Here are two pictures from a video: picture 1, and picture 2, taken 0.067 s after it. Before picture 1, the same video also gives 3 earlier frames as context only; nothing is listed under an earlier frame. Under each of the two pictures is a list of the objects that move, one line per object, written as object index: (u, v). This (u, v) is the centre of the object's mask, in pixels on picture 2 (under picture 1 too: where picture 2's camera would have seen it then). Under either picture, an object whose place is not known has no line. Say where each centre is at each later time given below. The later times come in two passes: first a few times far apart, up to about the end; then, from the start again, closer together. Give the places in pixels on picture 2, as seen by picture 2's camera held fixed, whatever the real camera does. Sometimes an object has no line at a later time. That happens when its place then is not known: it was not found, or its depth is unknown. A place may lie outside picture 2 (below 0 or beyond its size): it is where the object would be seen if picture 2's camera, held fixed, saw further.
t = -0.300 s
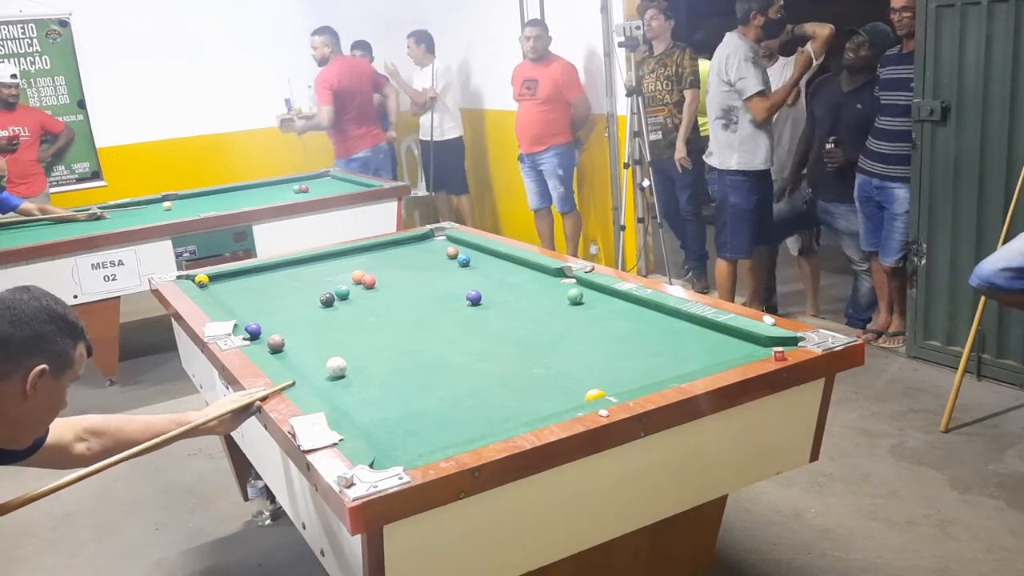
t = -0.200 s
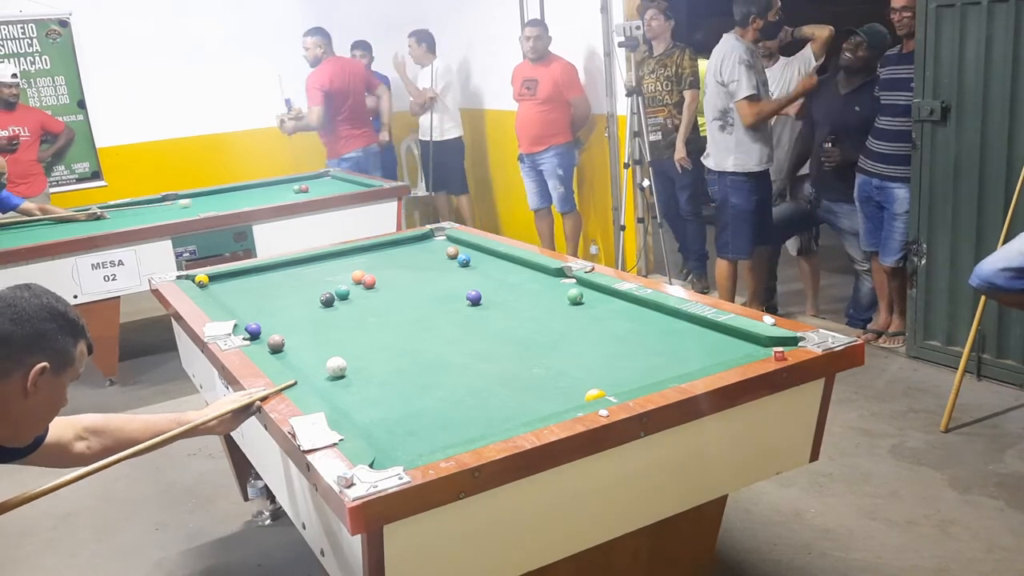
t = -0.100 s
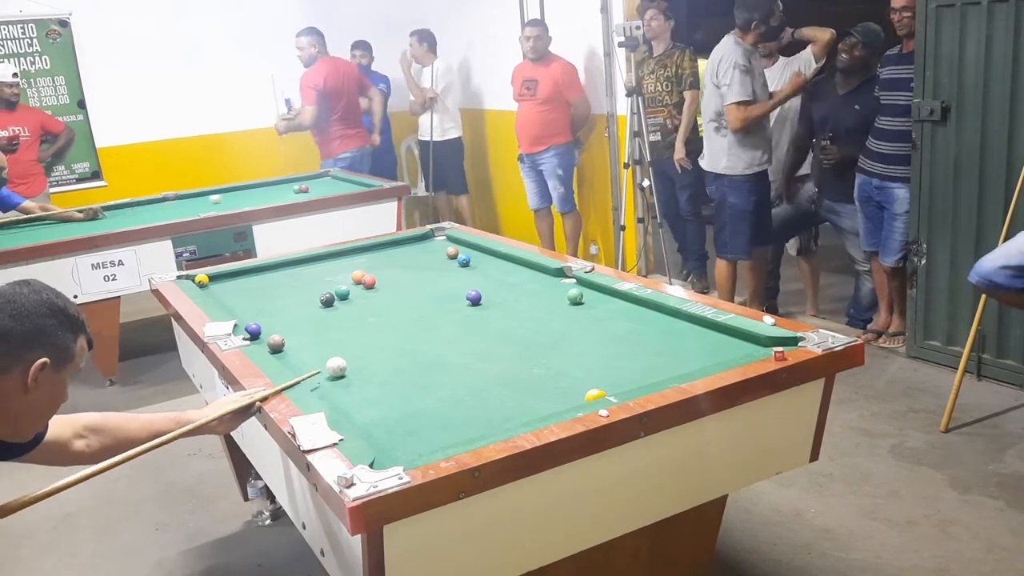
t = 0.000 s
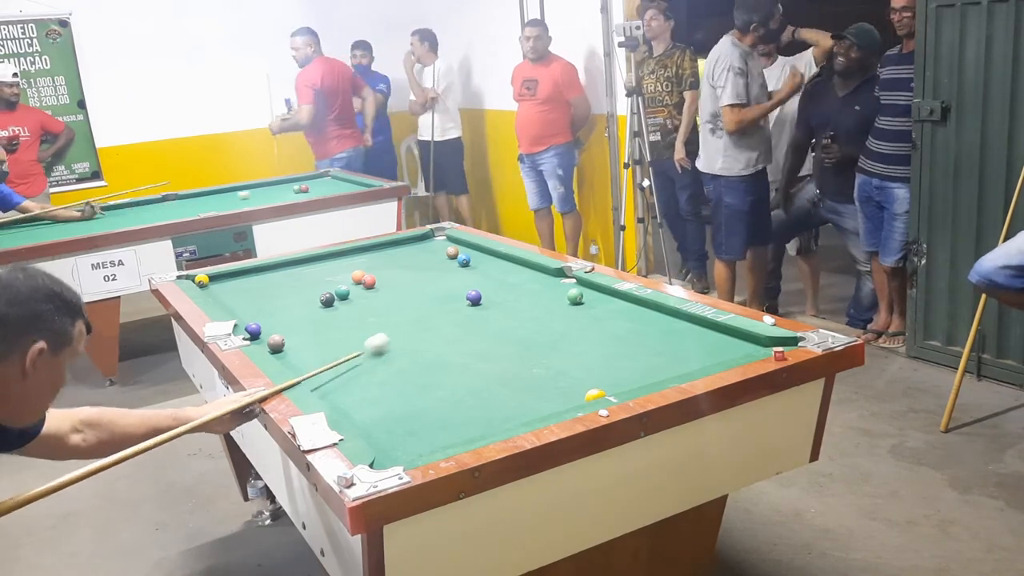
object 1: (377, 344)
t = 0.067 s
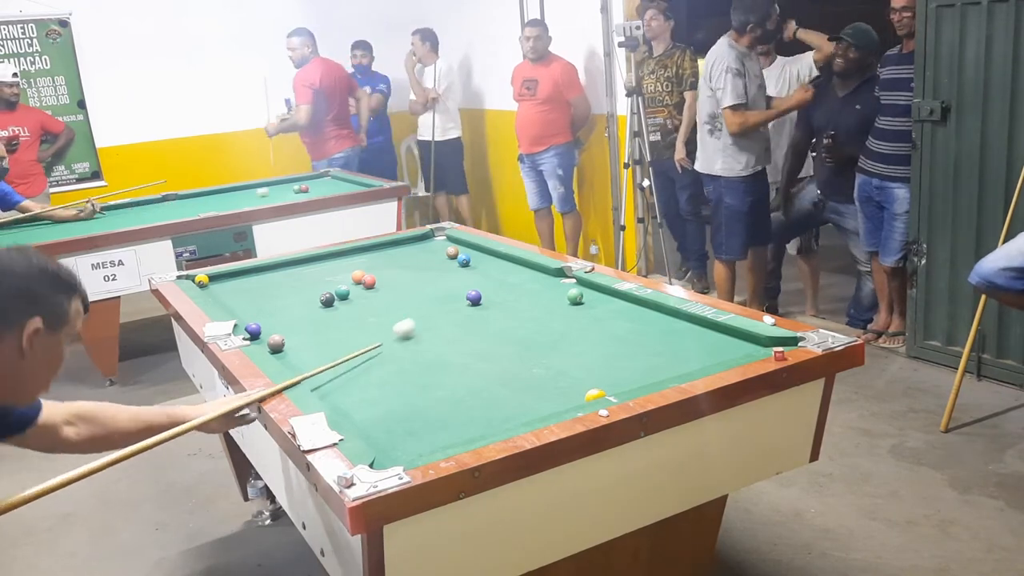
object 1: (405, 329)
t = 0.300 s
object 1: (457, 292)
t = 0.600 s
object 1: (468, 263)
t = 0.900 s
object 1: (483, 254)
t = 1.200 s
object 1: (452, 256)
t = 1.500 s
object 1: (423, 258)
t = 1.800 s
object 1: (398, 260)
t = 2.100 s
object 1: (376, 261)
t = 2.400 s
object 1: (356, 263)
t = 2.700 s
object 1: (338, 264)
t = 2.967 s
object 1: (325, 265)
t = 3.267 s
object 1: (313, 266)
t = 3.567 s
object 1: (302, 267)
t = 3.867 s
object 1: (295, 267)
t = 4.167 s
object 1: (290, 268)
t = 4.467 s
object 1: (287, 268)
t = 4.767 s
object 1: (287, 268)
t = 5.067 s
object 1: (287, 269)
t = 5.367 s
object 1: (287, 269)
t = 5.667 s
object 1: (289, 265)
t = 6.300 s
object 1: (286, 268)
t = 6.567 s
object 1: (287, 269)
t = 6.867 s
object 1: (287, 268)
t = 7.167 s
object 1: (287, 269)
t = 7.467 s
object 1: (287, 269)
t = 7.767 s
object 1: (287, 269)
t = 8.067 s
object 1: (287, 269)
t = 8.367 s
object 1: (287, 268)
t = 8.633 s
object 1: (287, 268)
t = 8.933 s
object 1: (288, 268)
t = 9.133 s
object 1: (288, 268)
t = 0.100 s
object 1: (418, 322)
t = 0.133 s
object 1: (430, 315)
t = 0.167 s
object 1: (441, 309)
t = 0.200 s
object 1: (452, 302)
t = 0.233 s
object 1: (457, 298)
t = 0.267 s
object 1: (456, 295)
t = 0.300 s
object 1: (457, 292)
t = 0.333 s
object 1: (458, 288)
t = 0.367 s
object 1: (459, 285)
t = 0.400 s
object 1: (461, 281)
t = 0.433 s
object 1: (462, 278)
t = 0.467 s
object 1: (464, 275)
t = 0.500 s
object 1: (465, 272)
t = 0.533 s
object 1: (466, 269)
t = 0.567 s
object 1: (467, 266)
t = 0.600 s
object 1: (468, 263)
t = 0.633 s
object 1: (471, 261)
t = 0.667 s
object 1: (475, 260)
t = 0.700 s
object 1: (478, 259)
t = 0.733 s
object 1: (481, 257)
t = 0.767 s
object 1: (484, 256)
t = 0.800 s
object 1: (487, 255)
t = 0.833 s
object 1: (490, 253)
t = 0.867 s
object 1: (486, 253)
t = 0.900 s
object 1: (483, 254)
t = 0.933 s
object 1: (479, 254)
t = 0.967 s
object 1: (476, 254)
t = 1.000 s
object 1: (472, 254)
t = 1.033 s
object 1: (468, 255)
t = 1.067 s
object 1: (465, 255)
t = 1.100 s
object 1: (462, 255)
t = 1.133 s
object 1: (458, 255)
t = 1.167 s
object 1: (455, 256)
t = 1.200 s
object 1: (452, 256)
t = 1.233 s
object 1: (449, 256)
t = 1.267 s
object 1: (445, 256)
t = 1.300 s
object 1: (442, 256)
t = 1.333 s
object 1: (439, 257)
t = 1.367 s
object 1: (435, 257)
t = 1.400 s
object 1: (433, 257)
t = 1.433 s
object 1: (429, 257)
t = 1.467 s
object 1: (426, 257)
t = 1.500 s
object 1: (423, 258)
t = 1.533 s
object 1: (420, 258)
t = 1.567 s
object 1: (418, 258)
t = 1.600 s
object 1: (415, 259)
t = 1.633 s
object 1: (412, 259)
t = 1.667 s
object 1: (409, 259)
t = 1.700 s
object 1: (406, 259)
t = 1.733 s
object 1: (404, 259)
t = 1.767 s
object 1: (401, 260)
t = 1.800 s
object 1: (398, 260)
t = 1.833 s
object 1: (396, 260)
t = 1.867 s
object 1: (393, 260)
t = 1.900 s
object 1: (391, 260)
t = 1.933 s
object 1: (388, 260)
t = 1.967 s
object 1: (385, 261)
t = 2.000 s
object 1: (383, 261)
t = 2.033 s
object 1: (381, 261)
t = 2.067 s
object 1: (378, 261)
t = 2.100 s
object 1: (376, 261)
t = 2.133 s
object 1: (374, 261)
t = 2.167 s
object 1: (371, 262)
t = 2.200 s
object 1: (369, 262)
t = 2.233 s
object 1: (367, 262)
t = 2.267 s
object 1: (365, 262)
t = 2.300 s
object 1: (363, 262)
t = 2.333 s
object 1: (360, 262)
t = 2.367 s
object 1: (358, 263)
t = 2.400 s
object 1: (356, 263)
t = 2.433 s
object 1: (354, 263)
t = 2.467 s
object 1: (352, 263)
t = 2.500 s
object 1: (350, 263)
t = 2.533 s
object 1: (348, 263)
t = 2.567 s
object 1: (346, 263)
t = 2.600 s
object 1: (344, 263)
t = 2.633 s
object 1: (342, 263)
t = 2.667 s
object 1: (341, 264)
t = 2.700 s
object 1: (338, 264)
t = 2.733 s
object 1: (337, 264)
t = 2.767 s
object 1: (335, 264)
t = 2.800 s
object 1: (333, 264)
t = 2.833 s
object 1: (331, 265)
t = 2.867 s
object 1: (330, 265)
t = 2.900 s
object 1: (328, 265)
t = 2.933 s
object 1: (327, 265)
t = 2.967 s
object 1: (325, 265)
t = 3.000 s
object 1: (323, 265)
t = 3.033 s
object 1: (322, 265)
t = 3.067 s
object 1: (321, 266)
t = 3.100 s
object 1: (319, 266)
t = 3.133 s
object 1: (318, 266)
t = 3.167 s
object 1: (317, 266)
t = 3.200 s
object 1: (315, 266)
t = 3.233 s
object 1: (314, 266)
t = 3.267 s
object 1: (313, 266)
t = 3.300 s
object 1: (311, 266)
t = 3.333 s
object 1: (310, 266)
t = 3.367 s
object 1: (309, 266)
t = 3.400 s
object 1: (308, 266)
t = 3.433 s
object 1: (307, 266)
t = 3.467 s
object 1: (306, 267)
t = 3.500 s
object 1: (305, 267)
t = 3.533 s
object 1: (303, 267)
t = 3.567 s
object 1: (302, 267)
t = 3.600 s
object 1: (301, 267)
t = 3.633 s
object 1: (301, 267)
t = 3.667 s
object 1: (300, 267)
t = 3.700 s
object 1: (299, 267)
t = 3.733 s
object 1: (298, 267)
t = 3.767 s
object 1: (297, 267)
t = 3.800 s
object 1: (296, 267)
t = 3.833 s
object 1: (296, 267)
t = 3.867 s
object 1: (295, 267)
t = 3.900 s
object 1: (294, 268)
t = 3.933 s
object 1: (293, 268)
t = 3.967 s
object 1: (293, 268)
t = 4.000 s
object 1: (292, 268)
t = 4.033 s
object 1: (291, 268)
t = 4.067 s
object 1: (291, 268)
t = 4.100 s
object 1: (291, 268)
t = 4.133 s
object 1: (290, 268)
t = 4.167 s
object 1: (290, 268)
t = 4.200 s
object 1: (289, 268)
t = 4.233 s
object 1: (289, 268)
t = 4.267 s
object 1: (289, 268)
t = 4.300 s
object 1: (288, 268)
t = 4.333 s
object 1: (288, 268)
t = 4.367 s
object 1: (288, 268)
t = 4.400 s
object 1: (288, 268)
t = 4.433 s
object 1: (287, 268)
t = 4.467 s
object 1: (287, 268)
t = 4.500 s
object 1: (287, 268)
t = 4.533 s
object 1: (287, 268)
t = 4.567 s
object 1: (287, 268)
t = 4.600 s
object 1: (287, 269)
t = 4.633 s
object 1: (287, 269)
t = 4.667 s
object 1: (287, 268)
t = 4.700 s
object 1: (287, 268)
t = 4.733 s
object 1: (287, 268)
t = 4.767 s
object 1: (287, 268)
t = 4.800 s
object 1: (287, 268)
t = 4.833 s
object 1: (287, 268)
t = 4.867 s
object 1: (287, 269)
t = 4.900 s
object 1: (287, 269)
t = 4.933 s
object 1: (287, 268)
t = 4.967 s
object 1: (287, 268)
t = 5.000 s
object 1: (287, 269)
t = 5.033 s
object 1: (287, 269)
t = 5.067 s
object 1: (287, 269)
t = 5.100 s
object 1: (287, 268)
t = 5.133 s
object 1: (287, 268)
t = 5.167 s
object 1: (287, 268)
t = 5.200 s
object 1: (287, 269)
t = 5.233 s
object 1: (288, 267)
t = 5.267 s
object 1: (287, 268)
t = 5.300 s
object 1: (287, 269)
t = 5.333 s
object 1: (287, 268)
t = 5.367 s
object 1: (287, 269)
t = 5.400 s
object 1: (287, 269)
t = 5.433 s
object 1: (287, 268)
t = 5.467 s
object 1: (287, 268)
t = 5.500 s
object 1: (287, 268)
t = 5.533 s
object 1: (287, 268)
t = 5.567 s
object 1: (287, 268)
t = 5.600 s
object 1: (287, 268)
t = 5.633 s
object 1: (287, 268)
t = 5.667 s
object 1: (289, 265)
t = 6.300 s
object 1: (286, 268)
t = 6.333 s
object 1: (287, 269)
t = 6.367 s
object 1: (287, 268)
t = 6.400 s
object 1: (287, 269)
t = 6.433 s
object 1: (287, 269)
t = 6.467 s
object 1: (287, 269)
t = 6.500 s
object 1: (287, 269)
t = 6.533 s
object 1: (287, 269)
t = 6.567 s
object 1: (287, 269)
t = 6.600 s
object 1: (287, 269)
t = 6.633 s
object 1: (287, 269)
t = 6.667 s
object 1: (287, 269)
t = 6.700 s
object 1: (287, 269)
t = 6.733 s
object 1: (287, 269)
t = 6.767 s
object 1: (287, 268)
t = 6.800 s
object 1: (287, 268)
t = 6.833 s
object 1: (287, 269)
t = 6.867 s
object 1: (287, 268)
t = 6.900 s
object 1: (287, 269)
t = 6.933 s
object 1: (287, 269)
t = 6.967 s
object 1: (287, 269)
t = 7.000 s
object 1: (287, 269)
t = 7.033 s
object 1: (287, 269)
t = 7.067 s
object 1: (287, 269)
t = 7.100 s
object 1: (287, 269)
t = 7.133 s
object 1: (287, 269)
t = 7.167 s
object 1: (287, 269)
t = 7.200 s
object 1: (287, 269)
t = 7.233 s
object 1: (287, 269)
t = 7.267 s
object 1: (287, 269)
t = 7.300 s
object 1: (287, 269)
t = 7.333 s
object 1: (287, 269)
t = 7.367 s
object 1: (287, 268)
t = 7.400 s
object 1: (287, 269)
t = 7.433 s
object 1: (287, 269)
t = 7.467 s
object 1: (287, 269)
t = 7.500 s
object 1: (287, 269)
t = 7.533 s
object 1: (287, 269)
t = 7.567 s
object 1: (287, 269)
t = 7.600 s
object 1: (287, 269)
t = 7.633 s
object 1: (287, 269)
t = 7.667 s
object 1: (287, 268)
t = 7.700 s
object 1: (287, 269)
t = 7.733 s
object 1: (287, 269)
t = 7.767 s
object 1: (287, 269)
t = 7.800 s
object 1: (287, 269)
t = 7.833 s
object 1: (287, 268)
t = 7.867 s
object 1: (287, 268)
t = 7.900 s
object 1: (287, 268)
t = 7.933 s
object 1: (287, 268)
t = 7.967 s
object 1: (287, 268)
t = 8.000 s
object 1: (287, 268)
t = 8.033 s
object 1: (287, 268)
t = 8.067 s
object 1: (287, 269)
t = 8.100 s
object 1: (287, 268)
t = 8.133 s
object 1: (287, 269)
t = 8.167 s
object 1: (287, 268)
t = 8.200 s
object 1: (287, 268)
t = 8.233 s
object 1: (287, 268)
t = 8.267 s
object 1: (287, 268)
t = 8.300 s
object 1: (287, 268)
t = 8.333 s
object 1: (287, 268)
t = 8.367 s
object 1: (287, 268)
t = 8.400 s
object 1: (287, 268)
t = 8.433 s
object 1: (287, 268)
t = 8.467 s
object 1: (287, 268)
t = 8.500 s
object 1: (287, 269)
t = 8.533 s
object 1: (287, 269)
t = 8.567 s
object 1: (287, 268)
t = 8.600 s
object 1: (287, 268)
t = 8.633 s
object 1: (287, 268)
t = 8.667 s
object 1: (287, 268)
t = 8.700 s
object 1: (287, 268)
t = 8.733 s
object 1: (287, 268)
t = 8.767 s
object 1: (287, 268)
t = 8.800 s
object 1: (287, 268)
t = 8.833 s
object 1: (288, 268)
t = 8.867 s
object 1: (287, 268)
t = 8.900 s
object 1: (288, 268)
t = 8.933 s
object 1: (288, 268)
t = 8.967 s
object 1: (288, 268)
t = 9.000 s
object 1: (288, 268)
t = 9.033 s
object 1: (288, 268)
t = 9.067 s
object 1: (288, 268)
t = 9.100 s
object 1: (288, 268)
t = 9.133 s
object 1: (288, 268)
